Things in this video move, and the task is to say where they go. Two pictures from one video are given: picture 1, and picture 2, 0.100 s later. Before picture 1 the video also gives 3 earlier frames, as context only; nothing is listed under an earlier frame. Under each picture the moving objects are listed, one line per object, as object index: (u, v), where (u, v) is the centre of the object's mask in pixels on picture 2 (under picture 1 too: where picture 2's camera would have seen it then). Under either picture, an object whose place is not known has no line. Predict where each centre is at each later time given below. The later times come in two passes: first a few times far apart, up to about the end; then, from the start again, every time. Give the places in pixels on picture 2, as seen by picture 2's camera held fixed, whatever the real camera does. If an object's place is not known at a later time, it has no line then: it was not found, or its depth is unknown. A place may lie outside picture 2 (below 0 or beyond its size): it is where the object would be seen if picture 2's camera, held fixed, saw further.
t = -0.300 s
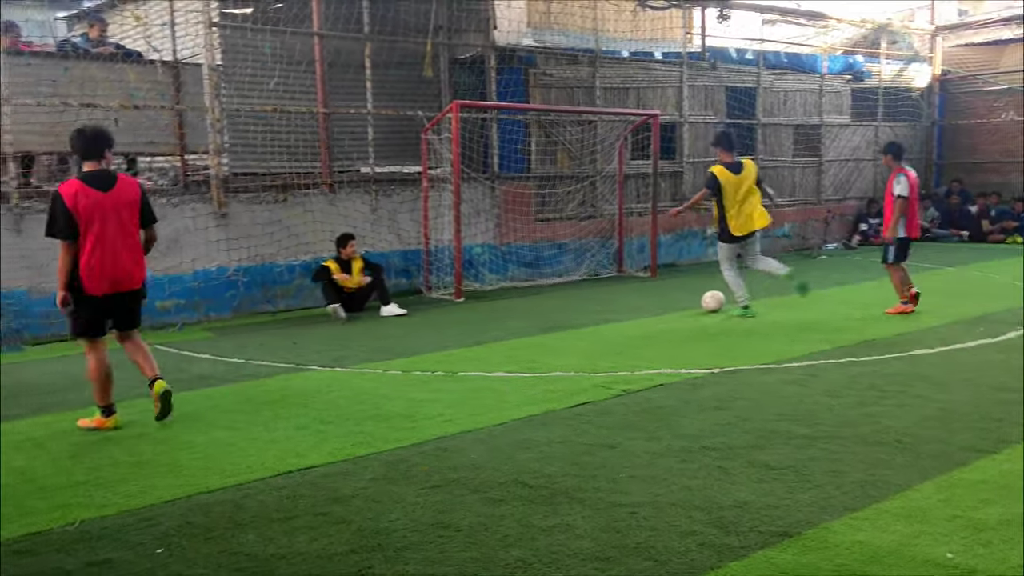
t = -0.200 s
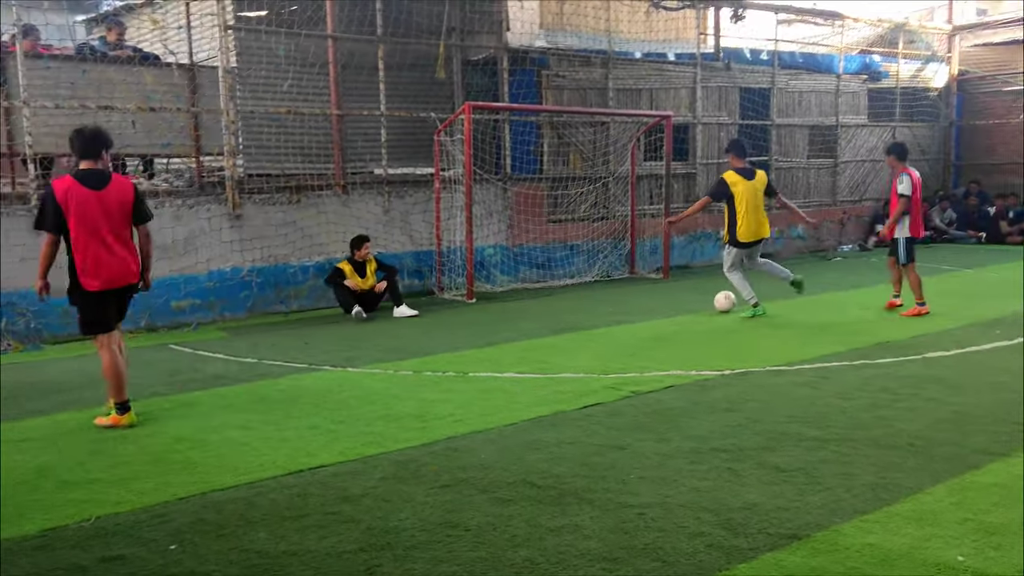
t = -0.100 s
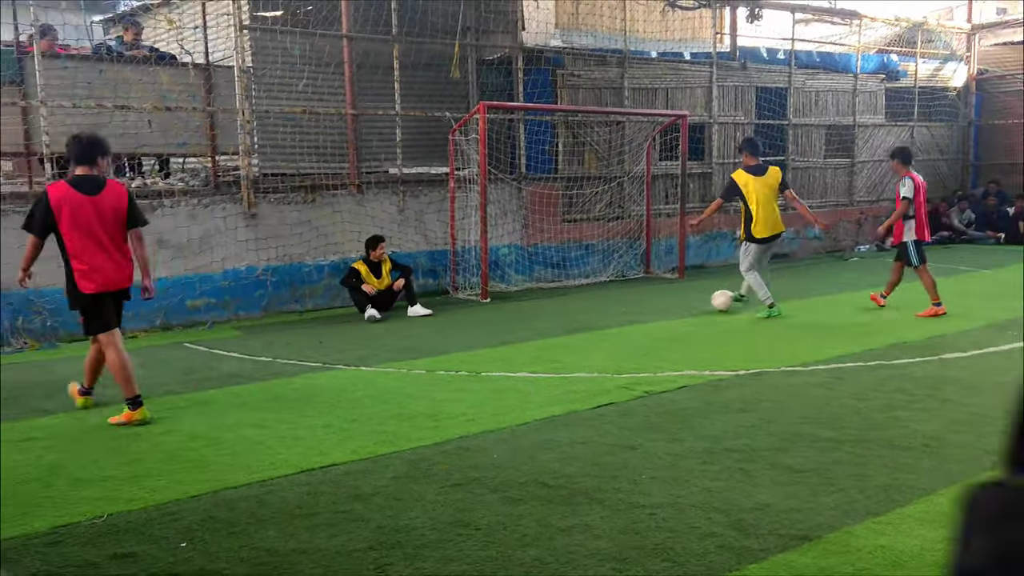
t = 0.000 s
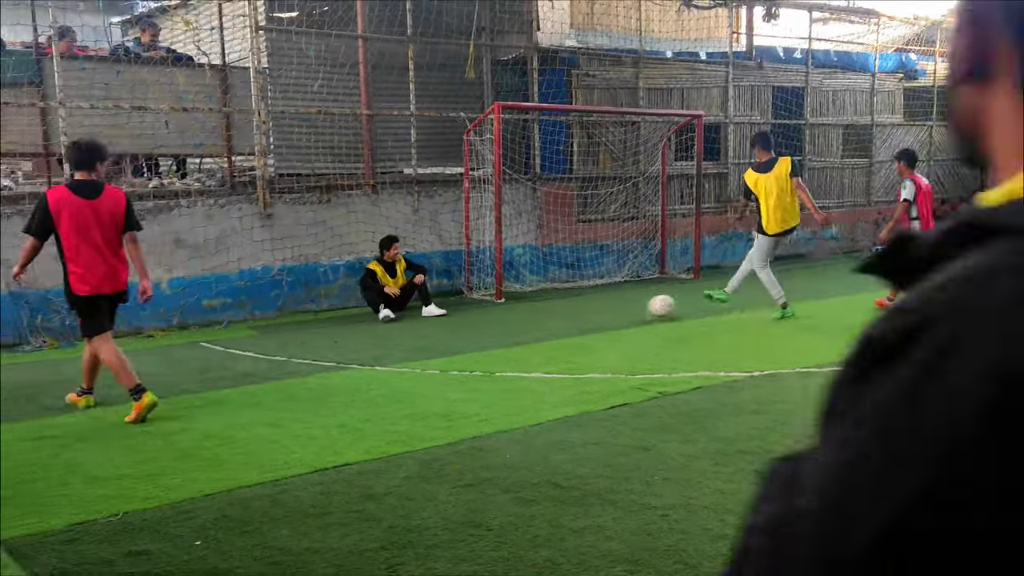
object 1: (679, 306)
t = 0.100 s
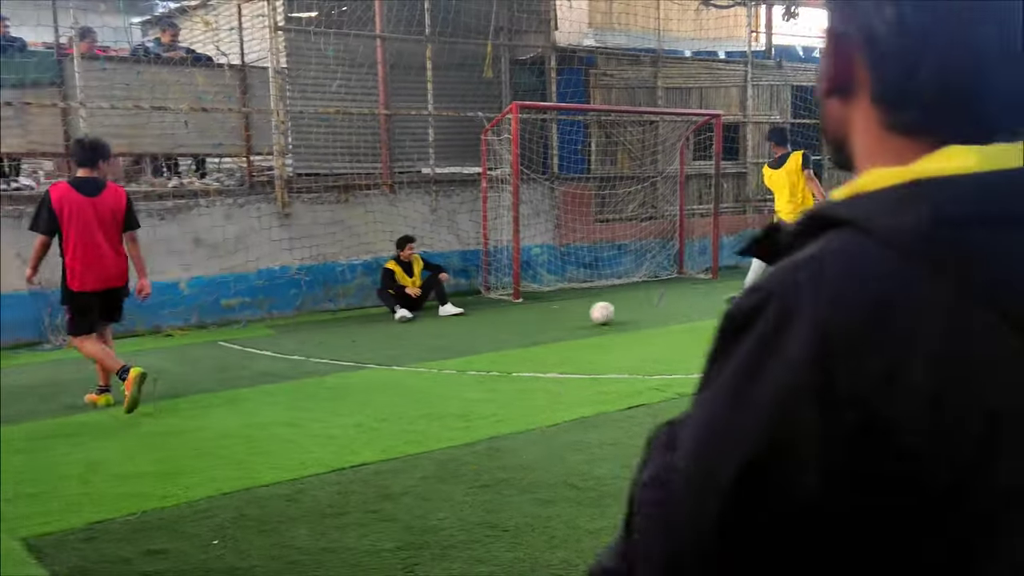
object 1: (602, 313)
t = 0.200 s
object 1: (530, 319)
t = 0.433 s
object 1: (374, 332)
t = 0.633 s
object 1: (250, 342)
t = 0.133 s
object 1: (578, 315)
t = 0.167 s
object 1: (553, 317)
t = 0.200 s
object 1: (530, 319)
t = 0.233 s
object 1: (507, 320)
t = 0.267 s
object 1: (483, 323)
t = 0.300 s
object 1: (461, 325)
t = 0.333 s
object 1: (439, 326)
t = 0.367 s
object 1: (416, 328)
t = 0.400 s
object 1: (395, 330)
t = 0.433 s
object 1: (374, 332)
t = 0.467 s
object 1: (354, 334)
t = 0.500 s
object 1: (333, 336)
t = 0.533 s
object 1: (313, 338)
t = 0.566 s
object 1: (293, 339)
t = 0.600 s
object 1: (272, 340)
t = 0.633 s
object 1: (250, 342)
